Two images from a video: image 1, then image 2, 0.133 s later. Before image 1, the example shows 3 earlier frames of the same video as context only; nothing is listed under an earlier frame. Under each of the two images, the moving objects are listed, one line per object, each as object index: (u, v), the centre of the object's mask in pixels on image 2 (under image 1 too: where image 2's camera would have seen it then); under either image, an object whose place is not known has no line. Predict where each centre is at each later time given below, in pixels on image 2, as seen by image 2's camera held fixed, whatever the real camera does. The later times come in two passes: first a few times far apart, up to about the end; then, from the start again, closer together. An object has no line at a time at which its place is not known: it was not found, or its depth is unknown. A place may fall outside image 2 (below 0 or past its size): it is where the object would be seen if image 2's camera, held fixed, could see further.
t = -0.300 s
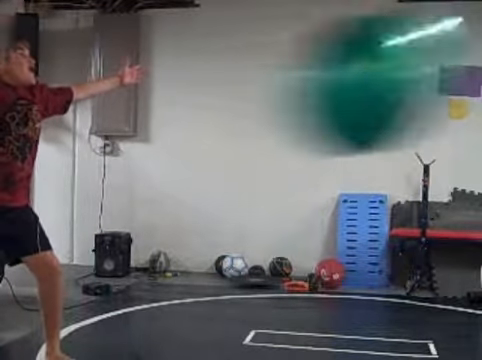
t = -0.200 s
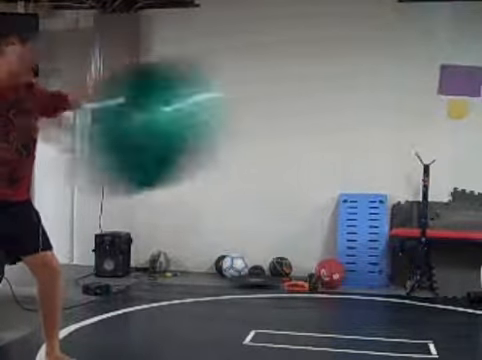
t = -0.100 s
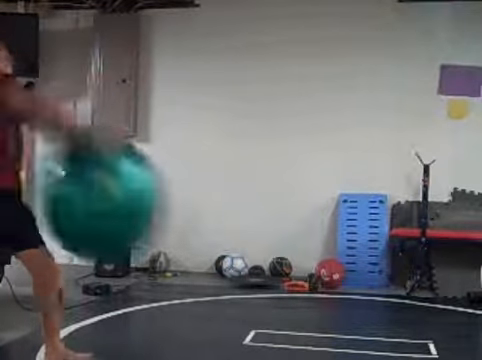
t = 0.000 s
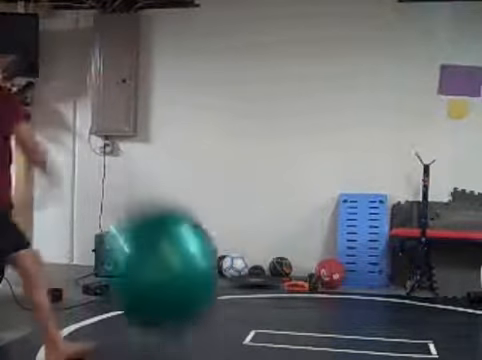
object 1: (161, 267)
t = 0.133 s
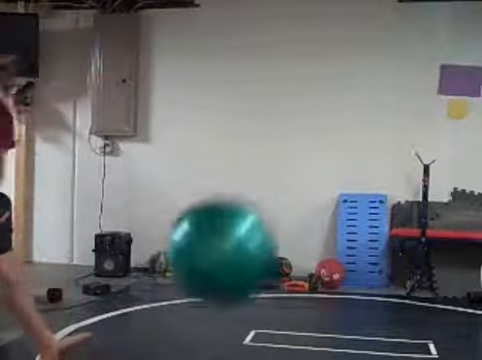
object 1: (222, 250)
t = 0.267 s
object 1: (276, 193)
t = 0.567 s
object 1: (376, 180)
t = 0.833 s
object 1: (441, 271)
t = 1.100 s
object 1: (417, 205)
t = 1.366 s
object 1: (381, 227)
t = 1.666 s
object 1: (366, 218)
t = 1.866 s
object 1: (362, 213)
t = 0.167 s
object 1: (237, 232)
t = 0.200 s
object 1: (250, 216)
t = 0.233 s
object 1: (262, 204)
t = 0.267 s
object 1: (276, 193)
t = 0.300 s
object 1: (288, 184)
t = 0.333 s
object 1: (300, 177)
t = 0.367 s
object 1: (312, 172)
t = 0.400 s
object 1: (323, 169)
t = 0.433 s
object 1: (334, 167)
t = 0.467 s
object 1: (346, 168)
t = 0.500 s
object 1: (356, 170)
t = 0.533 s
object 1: (366, 174)
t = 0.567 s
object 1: (376, 180)
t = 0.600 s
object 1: (385, 187)
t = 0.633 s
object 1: (394, 195)
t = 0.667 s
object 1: (404, 206)
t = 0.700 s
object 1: (413, 218)
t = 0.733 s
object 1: (420, 231)
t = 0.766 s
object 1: (428, 242)
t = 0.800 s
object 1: (432, 250)
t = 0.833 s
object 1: (441, 271)
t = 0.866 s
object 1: (445, 262)
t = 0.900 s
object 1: (441, 252)
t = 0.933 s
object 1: (438, 243)
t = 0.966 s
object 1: (433, 234)
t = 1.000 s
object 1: (428, 228)
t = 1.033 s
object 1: (426, 213)
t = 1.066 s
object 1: (421, 209)
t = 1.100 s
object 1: (417, 205)
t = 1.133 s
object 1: (413, 204)
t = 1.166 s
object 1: (408, 203)
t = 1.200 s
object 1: (404, 204)
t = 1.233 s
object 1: (400, 206)
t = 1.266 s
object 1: (395, 208)
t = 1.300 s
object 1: (391, 212)
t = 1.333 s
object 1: (387, 218)
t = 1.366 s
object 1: (381, 227)
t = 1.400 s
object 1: (377, 236)
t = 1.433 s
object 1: (371, 249)
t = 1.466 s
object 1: (366, 259)
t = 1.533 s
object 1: (364, 253)
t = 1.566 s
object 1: (365, 240)
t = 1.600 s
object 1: (365, 231)
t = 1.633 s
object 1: (366, 226)
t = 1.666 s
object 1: (366, 218)
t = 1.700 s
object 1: (366, 216)
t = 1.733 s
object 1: (366, 215)
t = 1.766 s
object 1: (366, 214)
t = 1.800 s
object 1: (364, 213)
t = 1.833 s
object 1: (364, 213)
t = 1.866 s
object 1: (362, 213)
